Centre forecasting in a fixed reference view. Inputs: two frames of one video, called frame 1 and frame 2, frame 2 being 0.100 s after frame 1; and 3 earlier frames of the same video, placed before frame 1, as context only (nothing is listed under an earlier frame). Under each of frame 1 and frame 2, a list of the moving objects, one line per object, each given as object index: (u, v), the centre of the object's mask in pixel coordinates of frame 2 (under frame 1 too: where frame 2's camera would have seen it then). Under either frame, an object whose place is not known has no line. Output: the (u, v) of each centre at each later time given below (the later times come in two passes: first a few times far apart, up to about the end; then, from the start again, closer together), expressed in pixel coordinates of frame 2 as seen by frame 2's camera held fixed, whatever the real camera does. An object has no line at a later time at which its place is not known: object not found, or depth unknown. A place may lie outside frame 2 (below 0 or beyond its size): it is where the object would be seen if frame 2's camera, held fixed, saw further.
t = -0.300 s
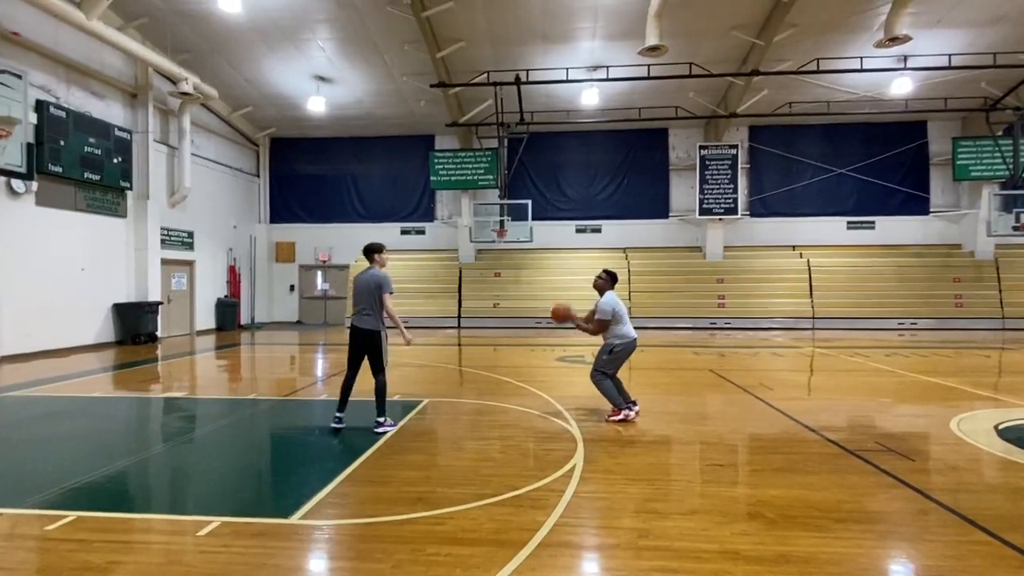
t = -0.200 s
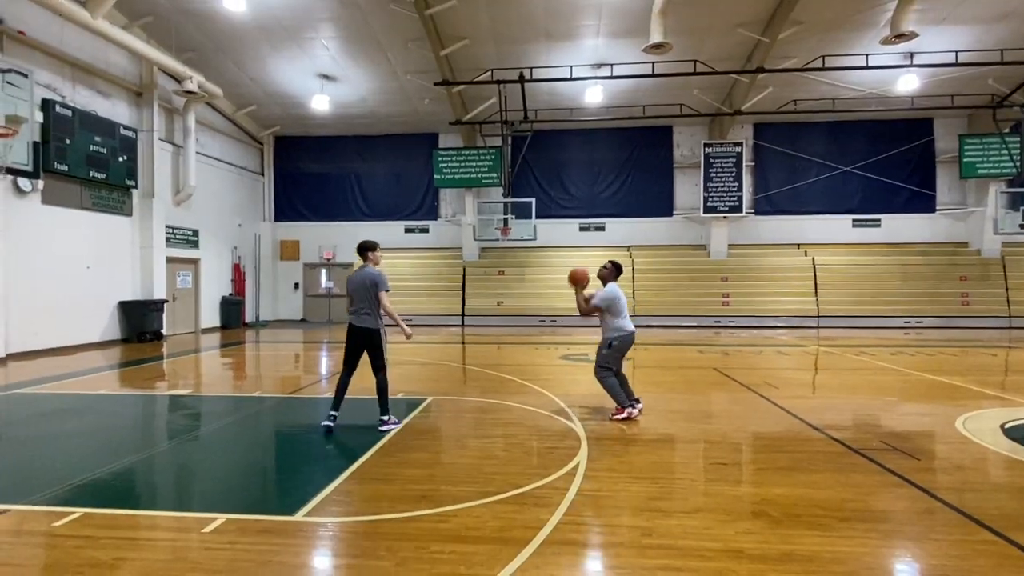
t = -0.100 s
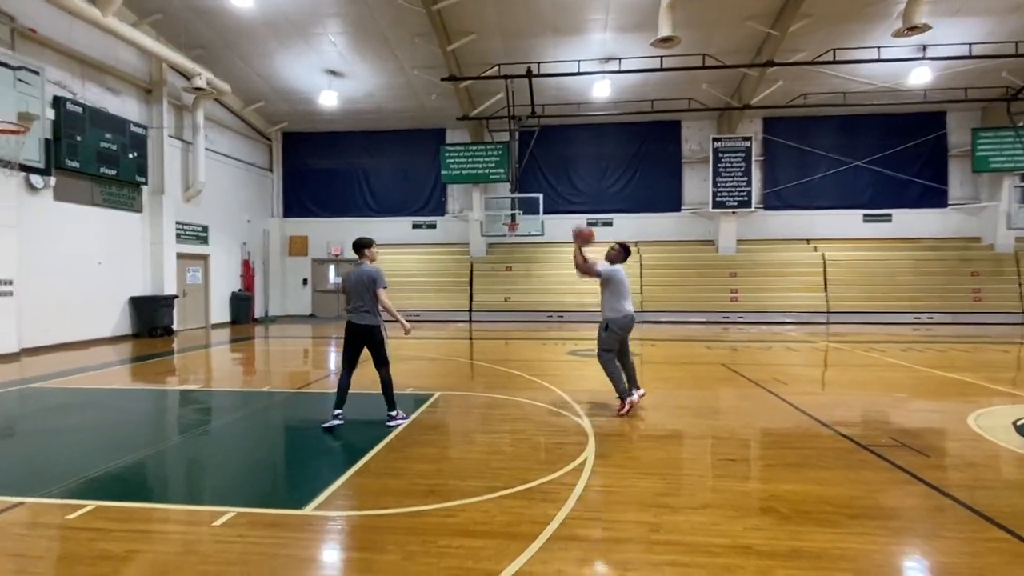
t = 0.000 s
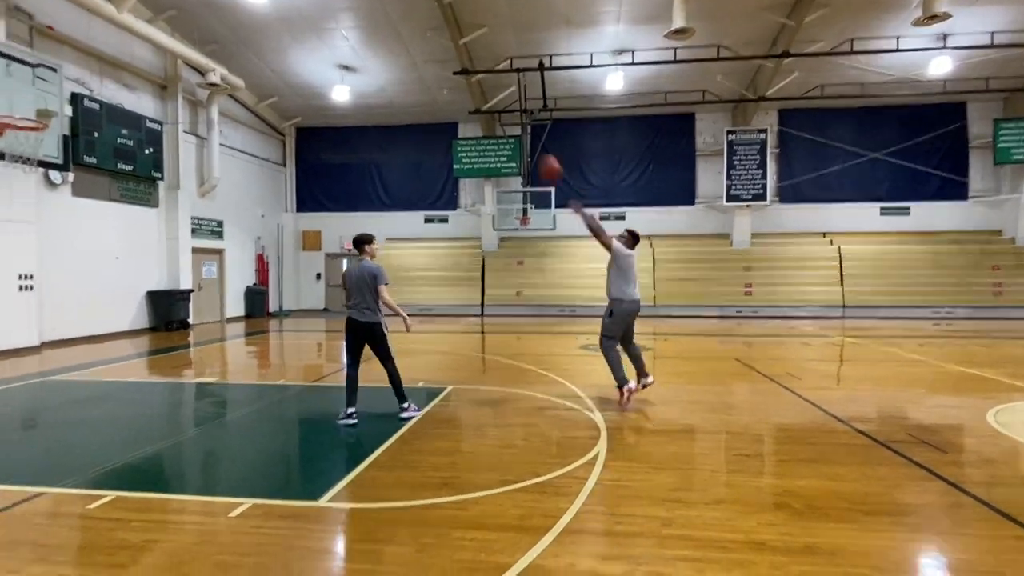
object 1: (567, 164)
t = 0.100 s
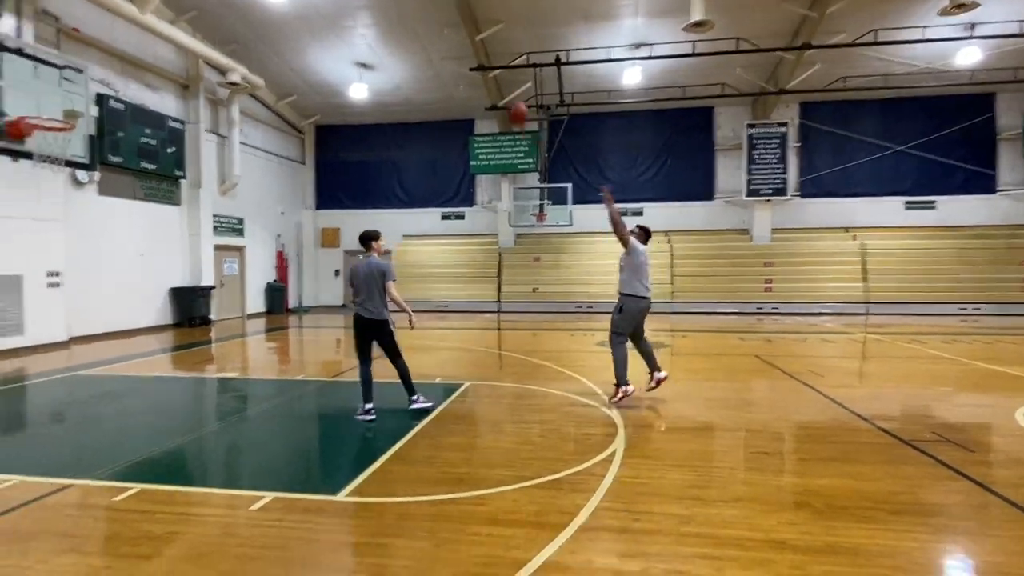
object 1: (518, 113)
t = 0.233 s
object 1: (453, 59)
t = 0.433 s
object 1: (358, 9)
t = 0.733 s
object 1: (220, 2)
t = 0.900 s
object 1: (145, 34)
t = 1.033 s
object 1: (87, 78)
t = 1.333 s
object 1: (26, 187)
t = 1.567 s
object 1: (22, 295)
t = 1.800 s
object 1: (26, 363)
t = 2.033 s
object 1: (53, 275)
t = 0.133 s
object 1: (502, 98)
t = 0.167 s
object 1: (486, 85)
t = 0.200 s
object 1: (469, 72)
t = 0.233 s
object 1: (453, 59)
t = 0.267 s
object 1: (437, 49)
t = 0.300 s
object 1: (421, 38)
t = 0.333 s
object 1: (405, 30)
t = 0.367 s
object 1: (389, 22)
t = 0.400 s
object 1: (373, 14)
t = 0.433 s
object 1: (358, 9)
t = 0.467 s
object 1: (342, 3)
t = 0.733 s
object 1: (220, 2)
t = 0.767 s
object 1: (205, 6)
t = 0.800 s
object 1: (190, 12)
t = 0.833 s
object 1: (175, 18)
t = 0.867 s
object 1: (159, 26)
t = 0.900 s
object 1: (145, 34)
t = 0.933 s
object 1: (131, 44)
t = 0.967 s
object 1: (117, 55)
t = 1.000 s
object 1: (101, 65)
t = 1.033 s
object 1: (87, 78)
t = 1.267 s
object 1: (27, 165)
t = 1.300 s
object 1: (26, 175)
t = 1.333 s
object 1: (26, 187)
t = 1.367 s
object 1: (25, 200)
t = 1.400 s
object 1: (24, 213)
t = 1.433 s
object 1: (24, 228)
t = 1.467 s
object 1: (23, 243)
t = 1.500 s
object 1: (23, 260)
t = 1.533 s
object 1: (22, 277)
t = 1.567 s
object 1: (22, 295)
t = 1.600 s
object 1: (21, 314)
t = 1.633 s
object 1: (20, 333)
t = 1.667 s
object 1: (19, 355)
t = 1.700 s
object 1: (18, 375)
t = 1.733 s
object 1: (17, 396)
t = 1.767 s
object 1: (19, 379)
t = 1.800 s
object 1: (26, 363)
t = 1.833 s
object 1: (30, 349)
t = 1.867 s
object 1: (31, 333)
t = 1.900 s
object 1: (38, 319)
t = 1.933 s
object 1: (41, 306)
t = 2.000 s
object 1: (49, 283)
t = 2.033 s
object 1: (53, 275)
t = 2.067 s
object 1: (56, 266)
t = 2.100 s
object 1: (62, 258)
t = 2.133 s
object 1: (66, 252)
